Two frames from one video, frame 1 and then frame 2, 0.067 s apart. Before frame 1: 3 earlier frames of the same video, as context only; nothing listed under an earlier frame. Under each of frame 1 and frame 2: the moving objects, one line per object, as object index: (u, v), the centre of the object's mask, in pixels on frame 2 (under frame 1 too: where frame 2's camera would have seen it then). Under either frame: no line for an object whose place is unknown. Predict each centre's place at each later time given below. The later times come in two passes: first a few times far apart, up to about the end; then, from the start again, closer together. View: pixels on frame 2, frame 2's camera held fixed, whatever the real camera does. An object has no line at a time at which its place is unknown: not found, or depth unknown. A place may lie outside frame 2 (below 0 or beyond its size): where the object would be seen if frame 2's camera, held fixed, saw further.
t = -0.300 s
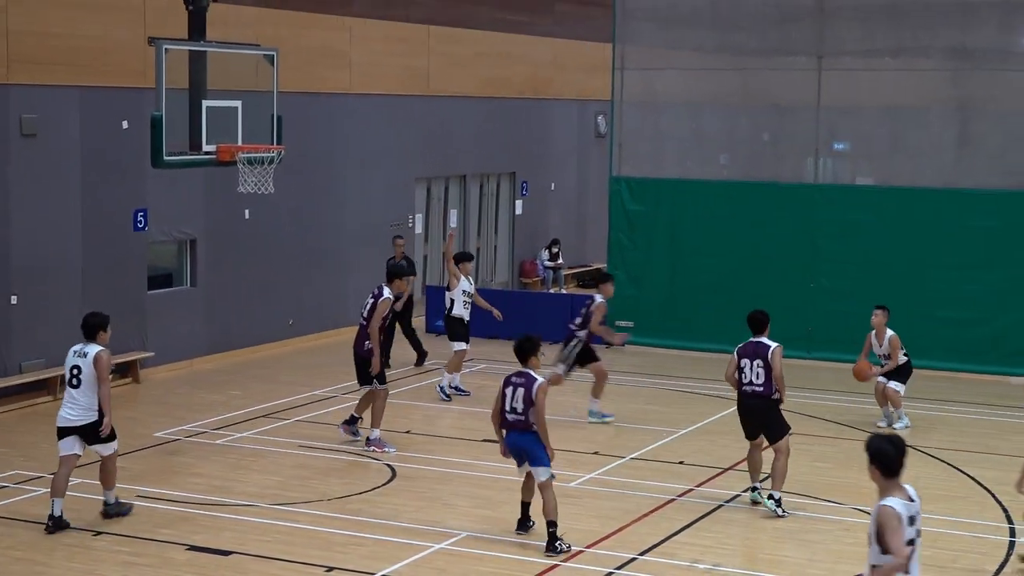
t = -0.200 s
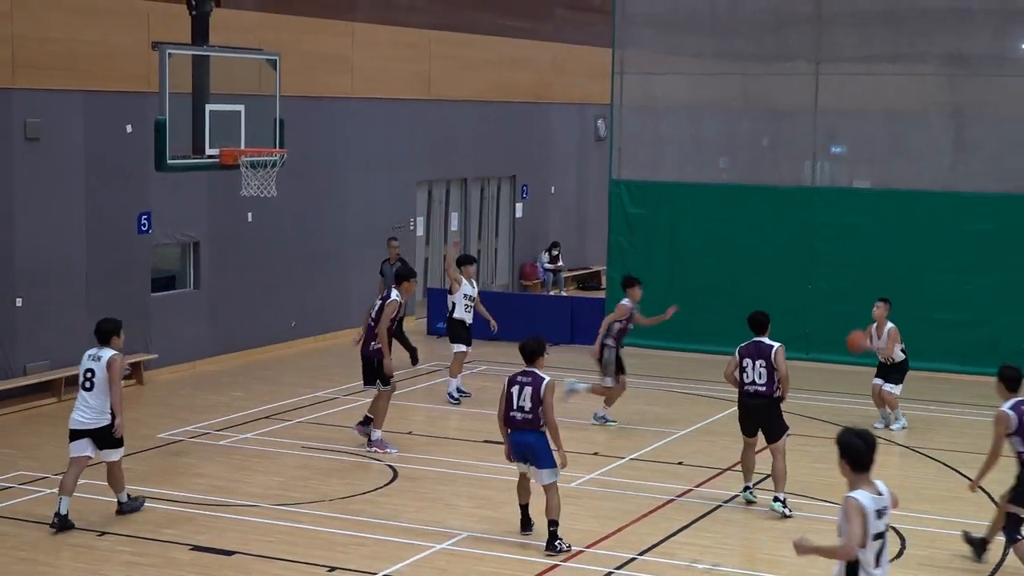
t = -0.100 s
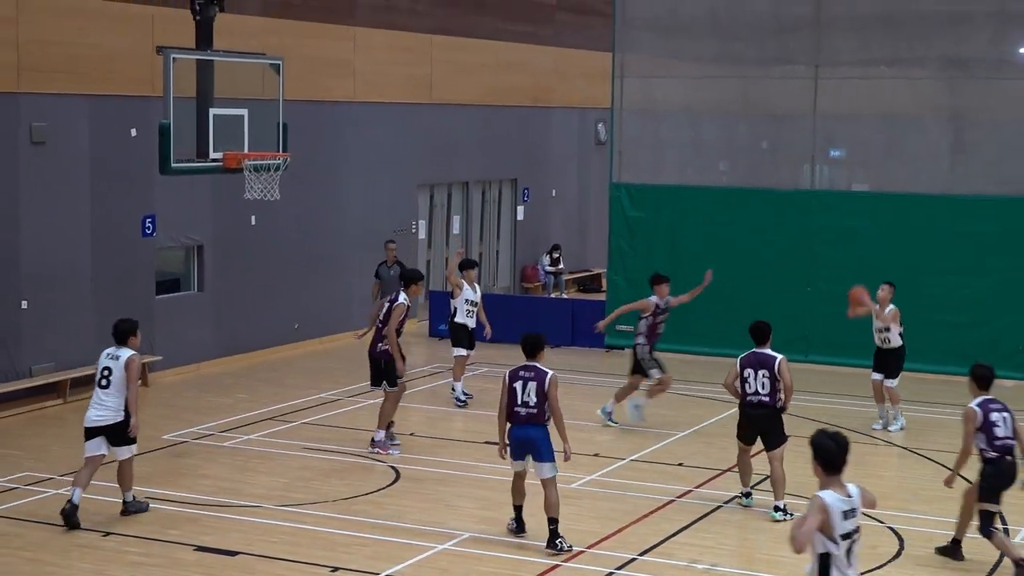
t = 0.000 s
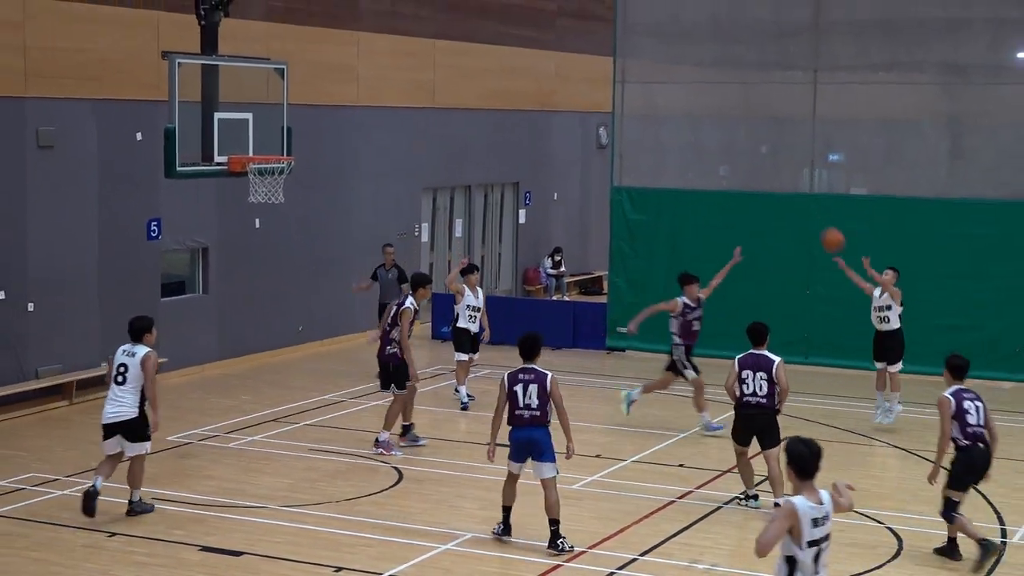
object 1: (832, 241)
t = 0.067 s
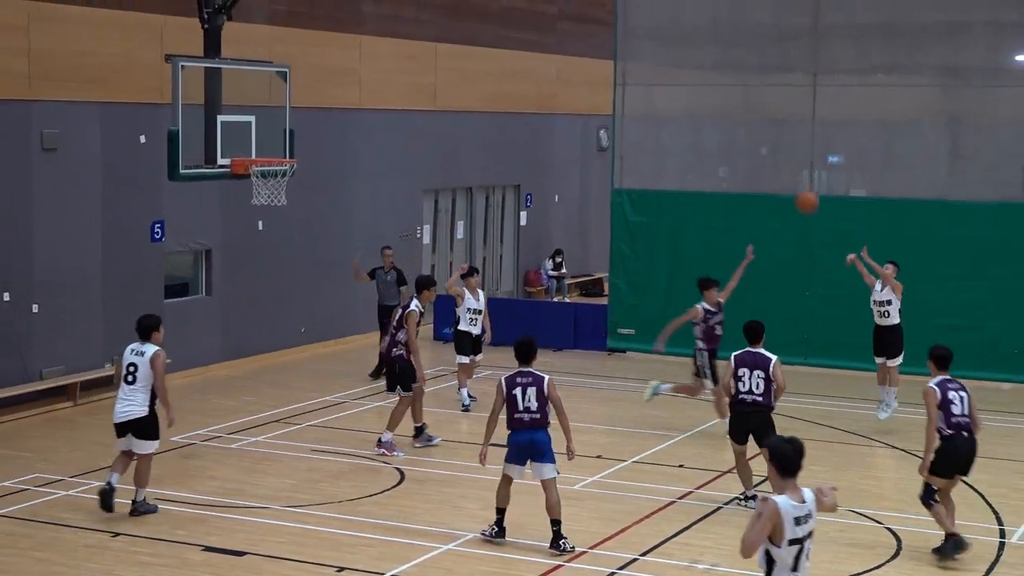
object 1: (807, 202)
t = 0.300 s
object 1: (712, 85)
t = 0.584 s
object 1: (589, 2)
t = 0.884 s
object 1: (447, 1)
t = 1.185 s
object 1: (297, 93)
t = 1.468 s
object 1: (234, 217)
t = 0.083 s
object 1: (800, 192)
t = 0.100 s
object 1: (794, 183)
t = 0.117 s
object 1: (786, 172)
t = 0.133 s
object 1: (779, 163)
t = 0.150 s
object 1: (774, 155)
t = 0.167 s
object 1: (767, 146)
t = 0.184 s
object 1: (760, 138)
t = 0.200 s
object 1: (754, 129)
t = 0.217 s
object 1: (746, 121)
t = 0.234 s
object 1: (740, 113)
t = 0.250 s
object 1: (733, 107)
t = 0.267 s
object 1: (726, 99)
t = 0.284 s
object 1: (718, 92)
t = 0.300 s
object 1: (712, 85)
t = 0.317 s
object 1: (705, 79)
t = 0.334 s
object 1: (698, 72)
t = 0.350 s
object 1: (691, 66)
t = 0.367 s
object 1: (685, 61)
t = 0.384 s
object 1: (677, 54)
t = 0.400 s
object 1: (670, 49)
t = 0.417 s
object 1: (662, 44)
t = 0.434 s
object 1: (655, 39)
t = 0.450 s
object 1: (648, 34)
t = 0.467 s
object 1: (641, 29)
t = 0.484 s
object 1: (634, 25)
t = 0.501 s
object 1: (626, 21)
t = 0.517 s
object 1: (618, 16)
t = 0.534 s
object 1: (610, 13)
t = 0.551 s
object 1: (603, 11)
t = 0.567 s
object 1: (596, 6)
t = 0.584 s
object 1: (589, 2)
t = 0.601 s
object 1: (581, 0)
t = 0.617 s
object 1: (574, -2)
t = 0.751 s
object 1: (512, -5)
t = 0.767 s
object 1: (504, -7)
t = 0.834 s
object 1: (472, -4)
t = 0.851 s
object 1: (464, -3)
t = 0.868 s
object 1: (457, 0)
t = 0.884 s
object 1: (447, 1)
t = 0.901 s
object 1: (439, 4)
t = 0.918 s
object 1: (431, 7)
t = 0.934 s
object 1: (423, 9)
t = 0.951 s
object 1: (415, 12)
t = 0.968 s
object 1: (406, 17)
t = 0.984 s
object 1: (398, 21)
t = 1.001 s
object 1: (390, 24)
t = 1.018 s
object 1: (380, 29)
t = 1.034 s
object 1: (372, 34)
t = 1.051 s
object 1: (364, 39)
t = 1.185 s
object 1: (297, 93)
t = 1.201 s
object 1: (288, 100)
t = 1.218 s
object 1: (279, 108)
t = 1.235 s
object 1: (271, 116)
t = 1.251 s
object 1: (263, 125)
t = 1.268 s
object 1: (254, 135)
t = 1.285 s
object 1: (244, 145)
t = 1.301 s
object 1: (237, 154)
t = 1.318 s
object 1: (228, 164)
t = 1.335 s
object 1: (220, 174)
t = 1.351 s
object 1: (219, 180)
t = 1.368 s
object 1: (220, 184)
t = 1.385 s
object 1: (222, 188)
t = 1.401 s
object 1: (224, 193)
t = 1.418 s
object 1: (227, 199)
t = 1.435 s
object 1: (228, 205)
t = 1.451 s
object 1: (231, 210)
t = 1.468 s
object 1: (234, 217)
